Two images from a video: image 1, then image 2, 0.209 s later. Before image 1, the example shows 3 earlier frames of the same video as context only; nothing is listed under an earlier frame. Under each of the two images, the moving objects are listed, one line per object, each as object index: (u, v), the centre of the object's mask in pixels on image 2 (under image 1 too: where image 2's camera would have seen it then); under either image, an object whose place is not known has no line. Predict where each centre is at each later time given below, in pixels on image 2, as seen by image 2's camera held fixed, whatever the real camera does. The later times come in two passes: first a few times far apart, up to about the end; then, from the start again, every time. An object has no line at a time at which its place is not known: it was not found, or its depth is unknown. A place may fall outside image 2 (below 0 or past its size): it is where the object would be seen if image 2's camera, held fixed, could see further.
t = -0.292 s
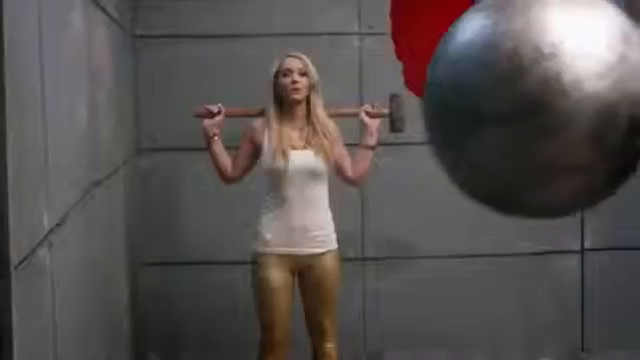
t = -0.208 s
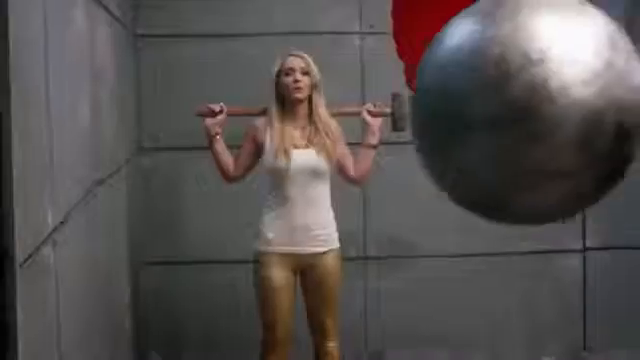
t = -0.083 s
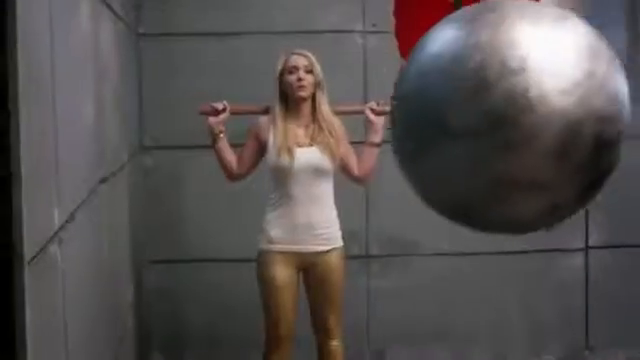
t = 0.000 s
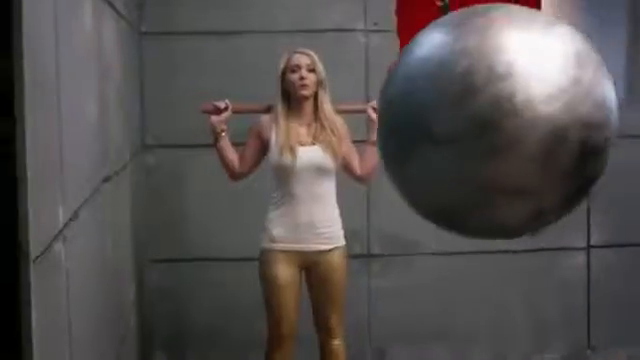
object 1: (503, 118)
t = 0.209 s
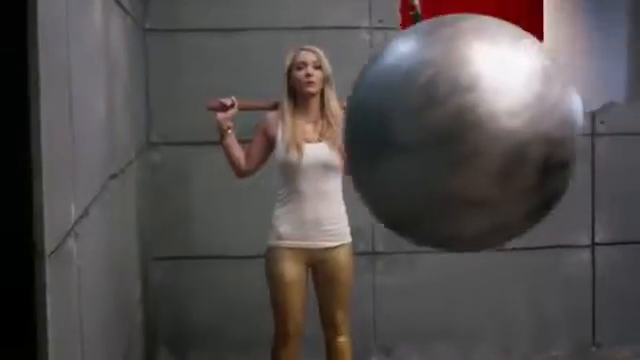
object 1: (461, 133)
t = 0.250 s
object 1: (454, 135)
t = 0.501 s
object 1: (407, 149)
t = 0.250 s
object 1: (454, 135)
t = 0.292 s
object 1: (446, 138)
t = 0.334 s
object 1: (439, 140)
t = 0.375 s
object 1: (431, 143)
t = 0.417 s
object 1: (423, 145)
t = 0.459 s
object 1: (415, 147)
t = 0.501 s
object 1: (407, 149)
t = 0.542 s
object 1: (399, 151)
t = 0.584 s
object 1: (390, 153)
